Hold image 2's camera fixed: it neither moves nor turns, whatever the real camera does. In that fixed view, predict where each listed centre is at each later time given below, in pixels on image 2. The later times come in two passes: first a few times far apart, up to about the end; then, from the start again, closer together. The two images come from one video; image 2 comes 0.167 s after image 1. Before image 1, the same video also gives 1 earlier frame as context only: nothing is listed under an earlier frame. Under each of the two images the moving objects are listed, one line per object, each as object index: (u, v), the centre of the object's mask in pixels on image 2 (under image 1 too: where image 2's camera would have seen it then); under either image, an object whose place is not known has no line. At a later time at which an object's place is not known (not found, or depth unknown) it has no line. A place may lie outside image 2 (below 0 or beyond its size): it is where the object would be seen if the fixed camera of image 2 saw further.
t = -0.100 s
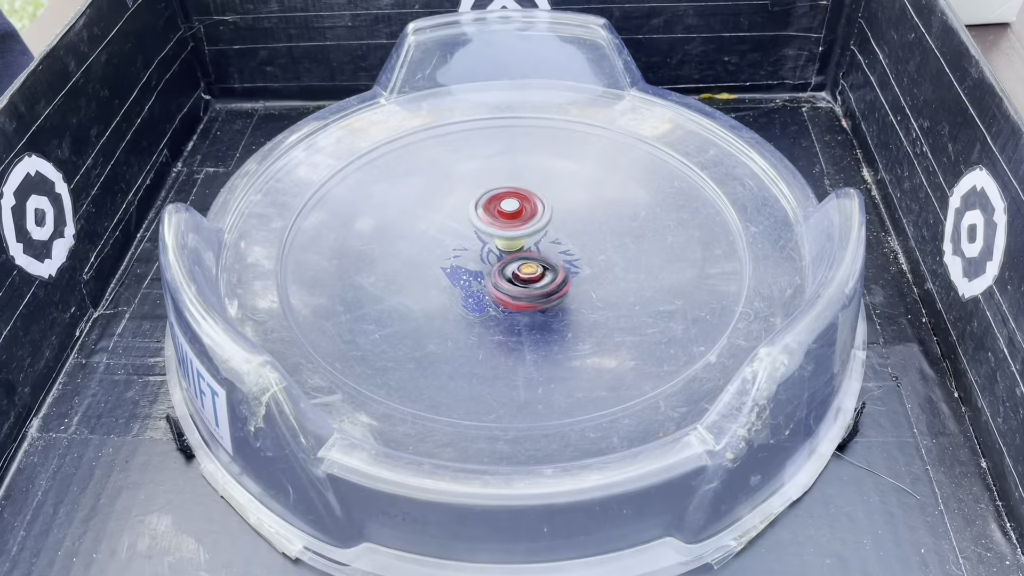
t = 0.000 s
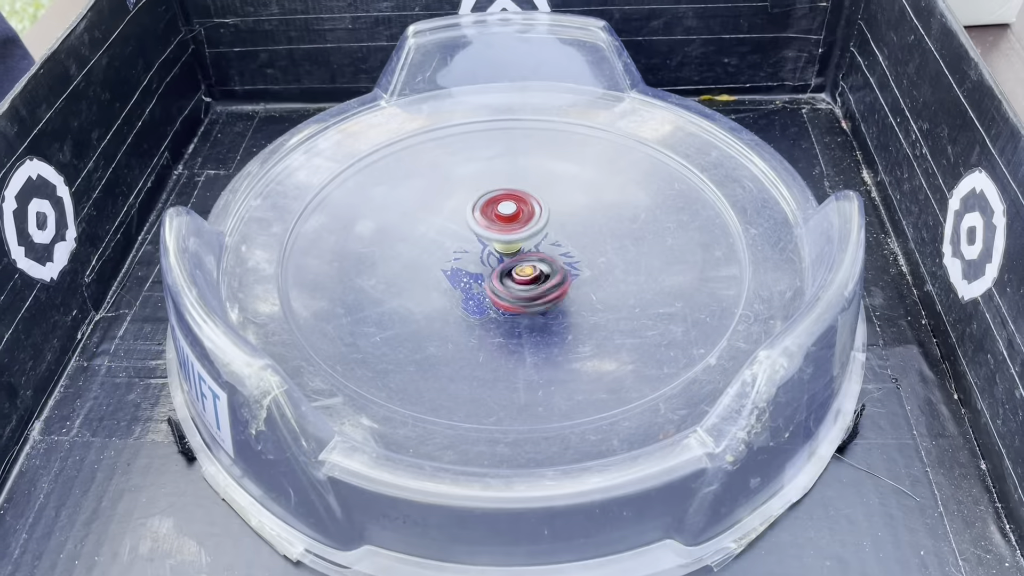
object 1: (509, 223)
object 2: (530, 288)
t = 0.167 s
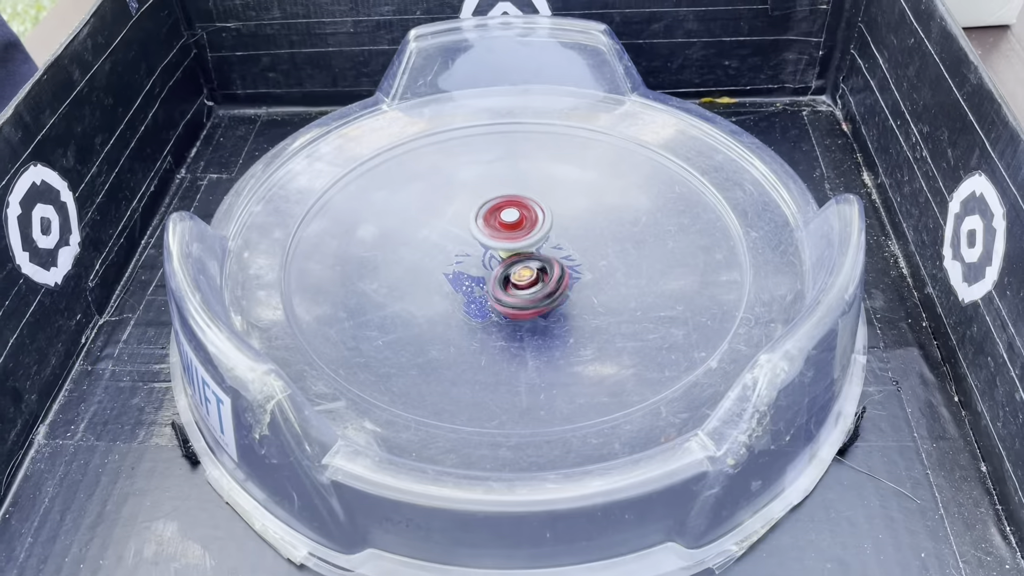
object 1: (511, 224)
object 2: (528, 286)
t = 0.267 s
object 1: (515, 225)
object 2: (528, 287)
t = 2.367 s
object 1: (538, 213)
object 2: (492, 267)
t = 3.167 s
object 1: (574, 239)
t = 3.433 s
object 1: (609, 247)
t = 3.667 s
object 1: (580, 258)
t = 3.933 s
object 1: (604, 367)
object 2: (466, 106)
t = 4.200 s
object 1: (583, 385)
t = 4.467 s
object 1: (603, 293)
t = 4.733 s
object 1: (661, 235)
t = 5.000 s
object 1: (566, 272)
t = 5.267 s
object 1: (470, 240)
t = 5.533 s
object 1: (512, 229)
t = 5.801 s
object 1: (557, 247)
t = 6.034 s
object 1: (544, 271)
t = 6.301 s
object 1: (571, 260)
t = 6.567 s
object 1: (595, 315)
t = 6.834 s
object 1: (570, 289)
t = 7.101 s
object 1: (579, 270)
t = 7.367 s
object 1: (589, 255)
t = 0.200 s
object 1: (512, 225)
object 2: (528, 285)
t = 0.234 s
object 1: (513, 226)
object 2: (527, 285)
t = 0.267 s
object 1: (515, 225)
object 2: (528, 287)
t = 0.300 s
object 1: (517, 225)
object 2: (530, 289)
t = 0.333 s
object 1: (519, 226)
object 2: (532, 288)
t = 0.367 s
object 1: (519, 225)
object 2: (534, 287)
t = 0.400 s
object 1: (519, 225)
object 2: (536, 285)
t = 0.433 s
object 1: (521, 225)
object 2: (534, 285)
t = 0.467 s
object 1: (524, 224)
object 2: (533, 285)
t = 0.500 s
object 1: (526, 224)
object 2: (534, 285)
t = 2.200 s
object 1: (532, 220)
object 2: (492, 275)
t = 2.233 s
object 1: (535, 217)
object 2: (493, 273)
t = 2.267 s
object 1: (536, 216)
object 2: (492, 271)
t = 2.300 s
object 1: (536, 215)
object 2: (492, 270)
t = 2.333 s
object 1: (537, 214)
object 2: (492, 268)
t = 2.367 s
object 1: (538, 213)
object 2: (492, 267)
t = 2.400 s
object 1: (539, 212)
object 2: (492, 268)
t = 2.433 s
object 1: (541, 212)
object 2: (493, 268)
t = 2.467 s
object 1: (543, 212)
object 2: (494, 267)
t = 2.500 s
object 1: (545, 213)
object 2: (494, 267)
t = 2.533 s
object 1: (545, 214)
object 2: (496, 266)
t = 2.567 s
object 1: (546, 215)
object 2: (496, 265)
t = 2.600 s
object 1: (547, 217)
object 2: (496, 265)
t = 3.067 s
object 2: (487, 261)
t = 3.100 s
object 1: (557, 236)
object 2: (486, 261)
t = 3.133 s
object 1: (561, 236)
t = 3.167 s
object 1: (574, 239)
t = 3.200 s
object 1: (584, 234)
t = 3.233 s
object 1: (595, 235)
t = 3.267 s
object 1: (603, 236)
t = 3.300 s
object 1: (605, 239)
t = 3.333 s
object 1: (606, 242)
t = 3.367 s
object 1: (607, 243)
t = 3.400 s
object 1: (608, 245)
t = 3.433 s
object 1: (609, 247)
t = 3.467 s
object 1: (608, 250)
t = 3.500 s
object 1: (606, 252)
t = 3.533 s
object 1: (604, 255)
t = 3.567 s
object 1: (600, 256)
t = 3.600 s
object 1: (595, 258)
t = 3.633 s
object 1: (589, 258)
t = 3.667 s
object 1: (580, 258)
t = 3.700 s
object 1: (570, 257)
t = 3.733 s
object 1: (557, 253)
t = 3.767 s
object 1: (545, 249)
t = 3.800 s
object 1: (552, 255)
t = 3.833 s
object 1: (567, 291)
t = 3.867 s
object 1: (582, 327)
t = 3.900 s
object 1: (596, 351)
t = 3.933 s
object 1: (604, 367)
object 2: (466, 106)
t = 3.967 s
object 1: (609, 380)
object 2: (470, 96)
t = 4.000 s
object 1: (612, 391)
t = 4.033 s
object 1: (609, 396)
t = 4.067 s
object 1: (606, 401)
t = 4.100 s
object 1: (602, 401)
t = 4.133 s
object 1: (596, 398)
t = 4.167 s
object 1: (591, 393)
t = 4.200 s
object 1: (583, 385)
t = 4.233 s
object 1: (575, 374)
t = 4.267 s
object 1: (569, 365)
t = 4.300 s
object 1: (567, 349)
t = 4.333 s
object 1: (566, 334)
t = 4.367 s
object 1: (568, 316)
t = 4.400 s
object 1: (570, 300)
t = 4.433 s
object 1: (583, 296)
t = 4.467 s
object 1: (603, 293)
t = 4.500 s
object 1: (618, 284)
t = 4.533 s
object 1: (630, 274)
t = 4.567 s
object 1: (640, 264)
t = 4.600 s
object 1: (649, 253)
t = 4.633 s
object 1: (655, 247)
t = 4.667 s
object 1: (659, 240)
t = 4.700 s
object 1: (660, 238)
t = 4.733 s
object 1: (661, 235)
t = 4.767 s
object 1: (660, 238)
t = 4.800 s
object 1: (656, 241)
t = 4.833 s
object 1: (649, 248)
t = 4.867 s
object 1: (638, 256)
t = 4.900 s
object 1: (624, 262)
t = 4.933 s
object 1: (606, 267)
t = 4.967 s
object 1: (587, 270)
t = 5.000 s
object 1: (566, 272)
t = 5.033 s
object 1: (547, 272)
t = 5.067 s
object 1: (532, 271)
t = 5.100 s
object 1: (520, 268)
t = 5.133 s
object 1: (514, 264)
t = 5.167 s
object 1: (508, 260)
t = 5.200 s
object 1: (501, 248)
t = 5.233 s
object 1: (480, 247)
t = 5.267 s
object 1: (470, 240)
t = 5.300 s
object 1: (464, 237)
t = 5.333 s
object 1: (468, 233)
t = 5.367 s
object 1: (474, 229)
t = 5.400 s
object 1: (479, 228)
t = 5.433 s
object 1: (484, 228)
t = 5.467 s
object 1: (493, 227)
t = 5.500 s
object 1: (503, 227)
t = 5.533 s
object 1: (512, 229)
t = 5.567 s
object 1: (522, 227)
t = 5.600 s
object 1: (529, 225)
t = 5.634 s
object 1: (537, 224)
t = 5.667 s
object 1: (547, 224)
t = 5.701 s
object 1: (556, 228)
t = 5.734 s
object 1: (558, 233)
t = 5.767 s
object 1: (558, 239)
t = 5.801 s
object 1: (557, 247)
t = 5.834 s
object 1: (558, 255)
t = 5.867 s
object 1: (552, 260)
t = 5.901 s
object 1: (546, 264)
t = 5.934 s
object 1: (541, 267)
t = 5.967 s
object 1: (540, 268)
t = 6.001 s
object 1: (543, 271)
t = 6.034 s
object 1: (544, 271)
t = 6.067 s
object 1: (552, 265)
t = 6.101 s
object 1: (558, 260)
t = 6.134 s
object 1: (562, 262)
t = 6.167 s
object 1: (565, 258)
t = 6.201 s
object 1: (566, 260)
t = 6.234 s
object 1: (568, 256)
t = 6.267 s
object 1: (569, 258)
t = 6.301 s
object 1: (571, 260)
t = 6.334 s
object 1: (573, 272)
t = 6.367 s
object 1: (575, 284)
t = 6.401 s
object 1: (577, 292)
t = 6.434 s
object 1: (579, 299)
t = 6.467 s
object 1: (587, 312)
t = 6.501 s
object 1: (591, 314)
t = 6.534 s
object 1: (594, 314)
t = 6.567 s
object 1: (595, 315)
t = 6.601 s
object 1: (595, 315)
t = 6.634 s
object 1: (592, 314)
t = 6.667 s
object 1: (588, 314)
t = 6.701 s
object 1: (583, 313)
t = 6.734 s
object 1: (574, 301)
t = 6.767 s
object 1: (571, 297)
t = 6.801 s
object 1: (569, 292)
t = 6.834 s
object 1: (570, 289)
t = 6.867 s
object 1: (570, 288)
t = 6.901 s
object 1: (570, 287)
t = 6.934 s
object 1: (571, 285)
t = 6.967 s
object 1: (571, 284)
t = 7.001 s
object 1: (572, 281)
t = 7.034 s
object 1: (574, 277)
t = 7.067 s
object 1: (576, 273)
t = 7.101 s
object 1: (579, 270)
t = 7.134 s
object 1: (581, 267)
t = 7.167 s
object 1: (584, 263)
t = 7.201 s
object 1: (587, 259)
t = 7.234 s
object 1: (591, 255)
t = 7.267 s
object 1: (593, 253)
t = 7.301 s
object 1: (594, 252)
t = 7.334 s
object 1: (593, 253)
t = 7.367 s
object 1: (589, 255)
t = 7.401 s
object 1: (586, 257)
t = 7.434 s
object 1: (584, 258)
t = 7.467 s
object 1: (583, 259)
